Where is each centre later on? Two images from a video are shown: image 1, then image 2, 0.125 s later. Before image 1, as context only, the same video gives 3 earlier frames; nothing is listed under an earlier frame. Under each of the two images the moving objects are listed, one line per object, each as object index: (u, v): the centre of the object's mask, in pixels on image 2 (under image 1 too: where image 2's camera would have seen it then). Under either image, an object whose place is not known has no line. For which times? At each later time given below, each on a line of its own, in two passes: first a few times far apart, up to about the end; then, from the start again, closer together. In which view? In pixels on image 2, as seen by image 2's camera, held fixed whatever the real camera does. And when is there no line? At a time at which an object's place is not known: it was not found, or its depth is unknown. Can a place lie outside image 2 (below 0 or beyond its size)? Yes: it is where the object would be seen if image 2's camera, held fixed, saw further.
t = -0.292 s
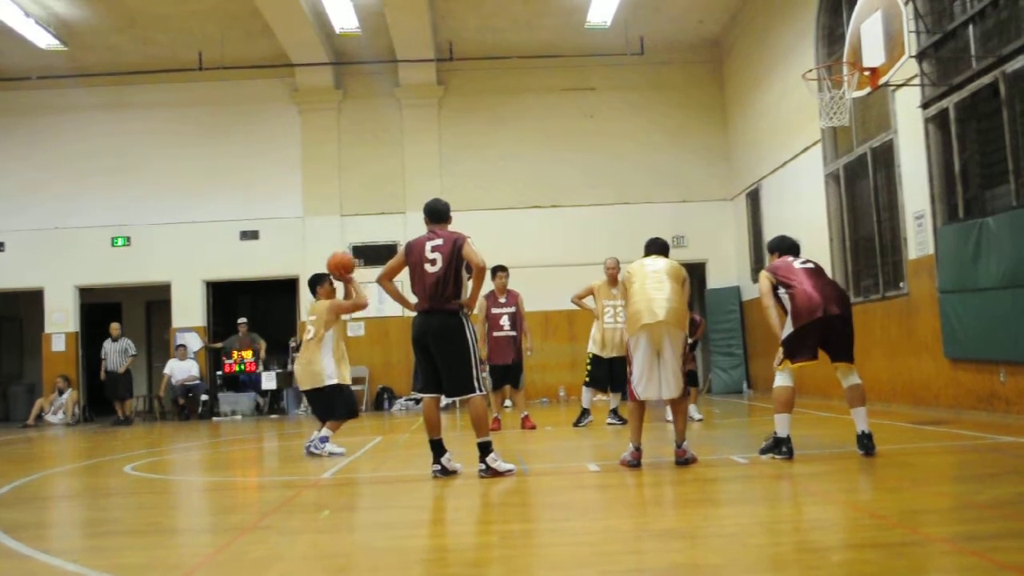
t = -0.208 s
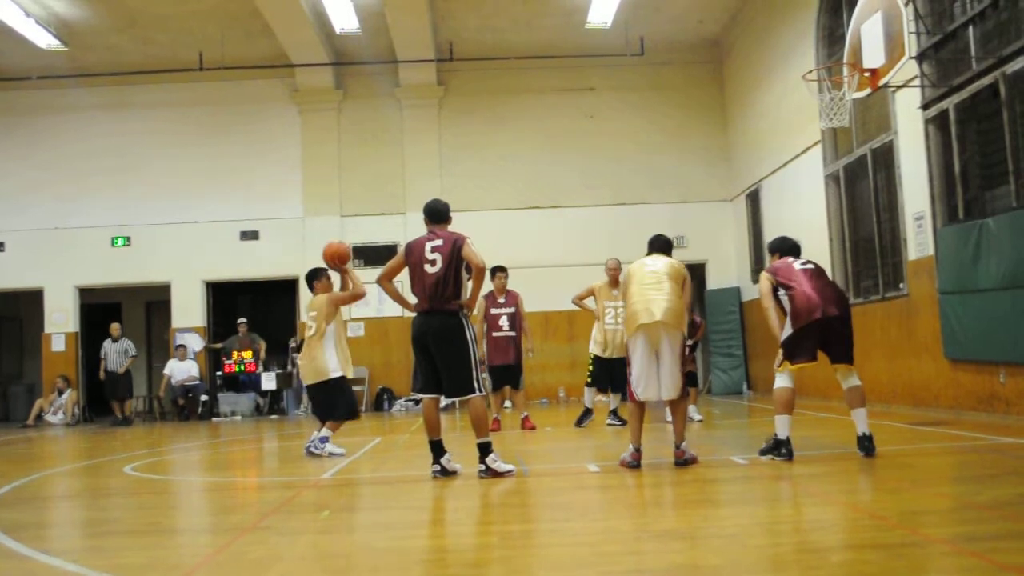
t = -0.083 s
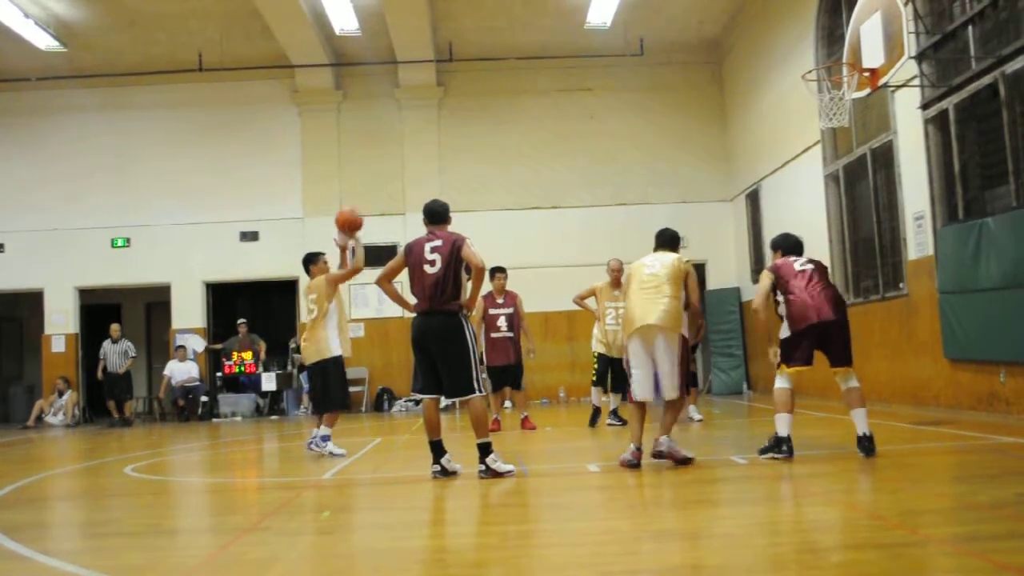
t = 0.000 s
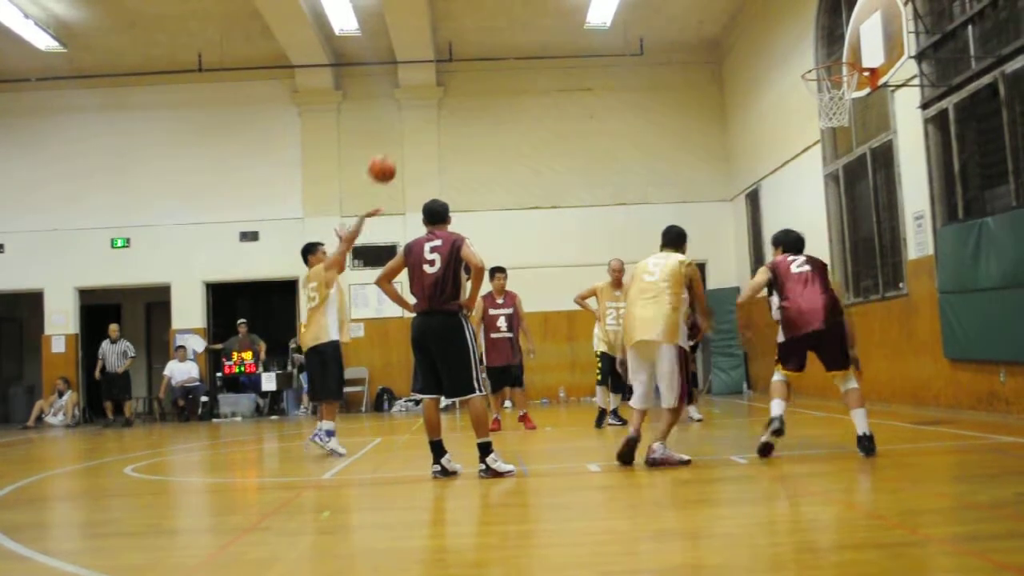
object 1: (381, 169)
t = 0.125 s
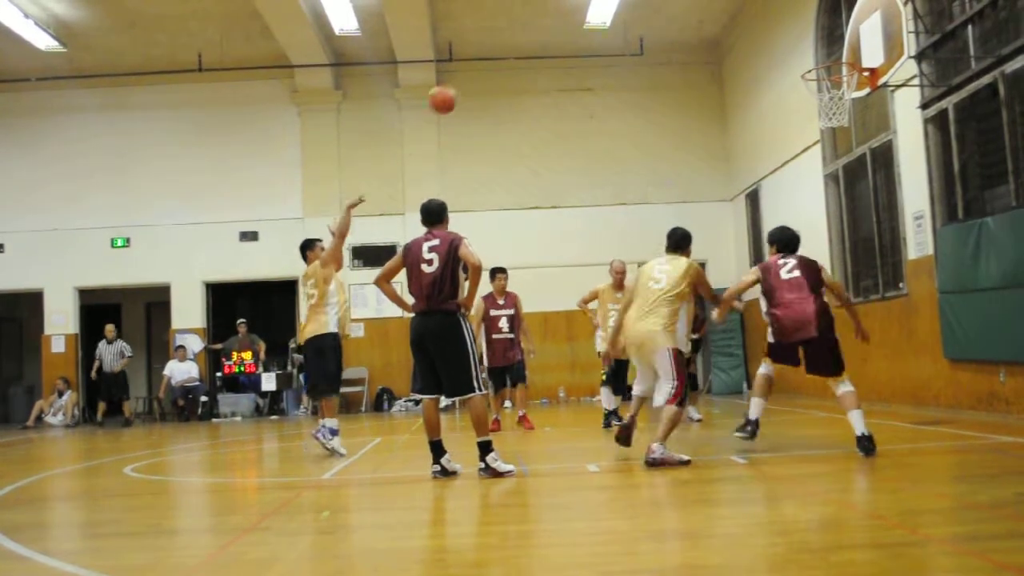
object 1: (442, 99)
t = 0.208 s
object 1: (482, 63)
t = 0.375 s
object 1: (562, 12)
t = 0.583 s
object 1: (662, 0)
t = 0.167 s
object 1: (462, 80)
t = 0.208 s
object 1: (482, 63)
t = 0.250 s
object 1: (502, 47)
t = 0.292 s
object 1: (523, 33)
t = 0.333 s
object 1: (542, 22)
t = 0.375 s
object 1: (562, 12)
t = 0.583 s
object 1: (662, 0)
